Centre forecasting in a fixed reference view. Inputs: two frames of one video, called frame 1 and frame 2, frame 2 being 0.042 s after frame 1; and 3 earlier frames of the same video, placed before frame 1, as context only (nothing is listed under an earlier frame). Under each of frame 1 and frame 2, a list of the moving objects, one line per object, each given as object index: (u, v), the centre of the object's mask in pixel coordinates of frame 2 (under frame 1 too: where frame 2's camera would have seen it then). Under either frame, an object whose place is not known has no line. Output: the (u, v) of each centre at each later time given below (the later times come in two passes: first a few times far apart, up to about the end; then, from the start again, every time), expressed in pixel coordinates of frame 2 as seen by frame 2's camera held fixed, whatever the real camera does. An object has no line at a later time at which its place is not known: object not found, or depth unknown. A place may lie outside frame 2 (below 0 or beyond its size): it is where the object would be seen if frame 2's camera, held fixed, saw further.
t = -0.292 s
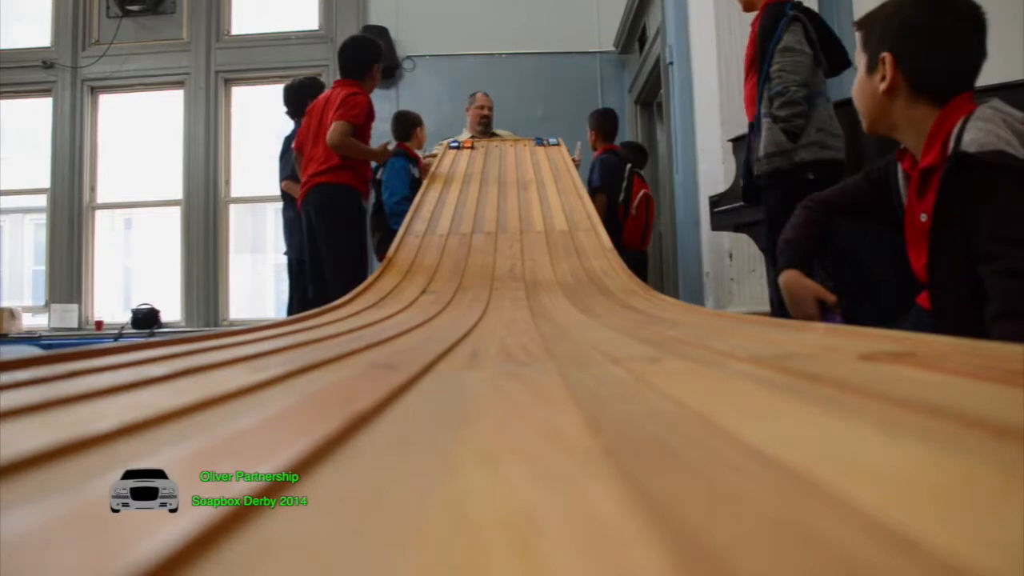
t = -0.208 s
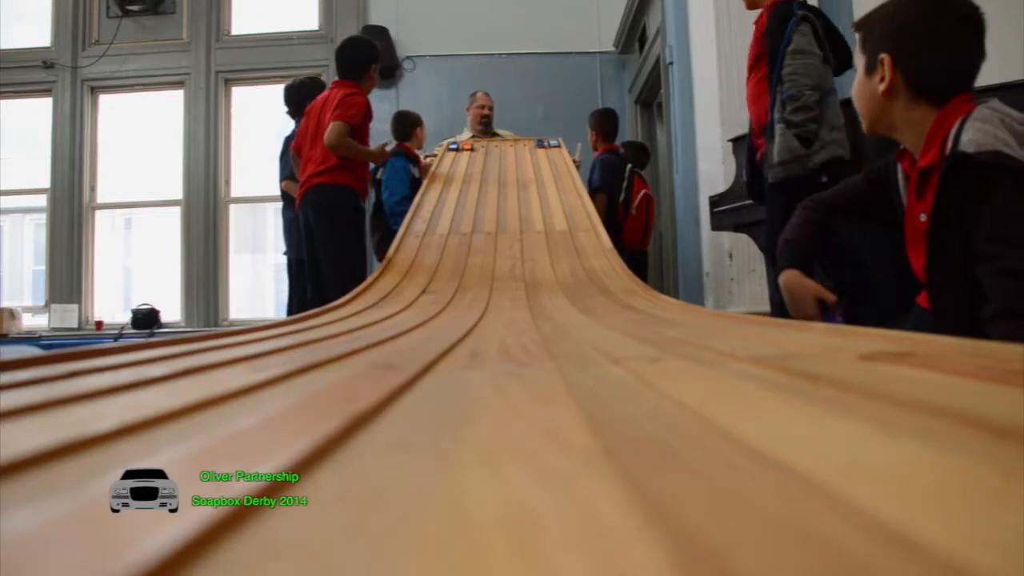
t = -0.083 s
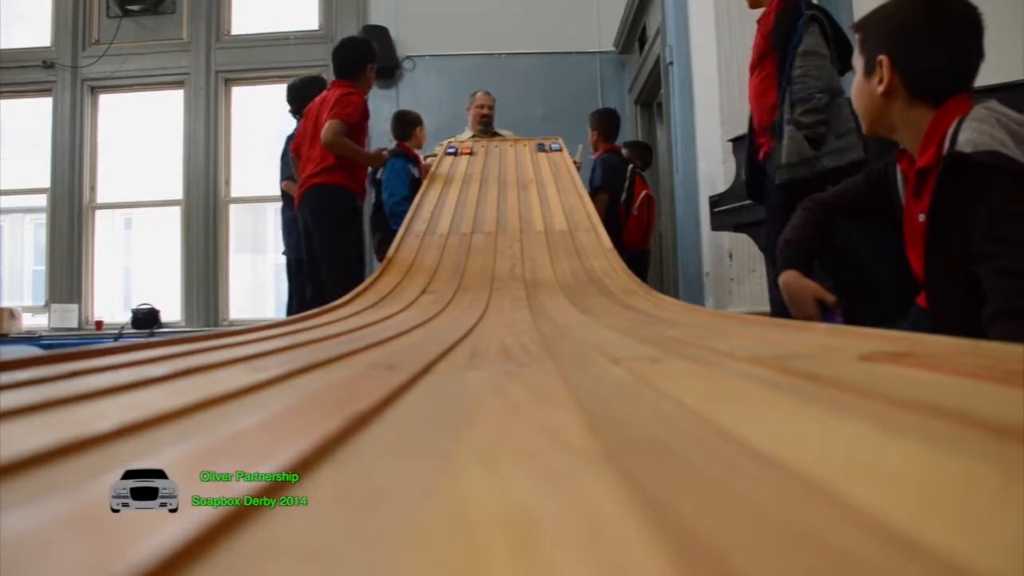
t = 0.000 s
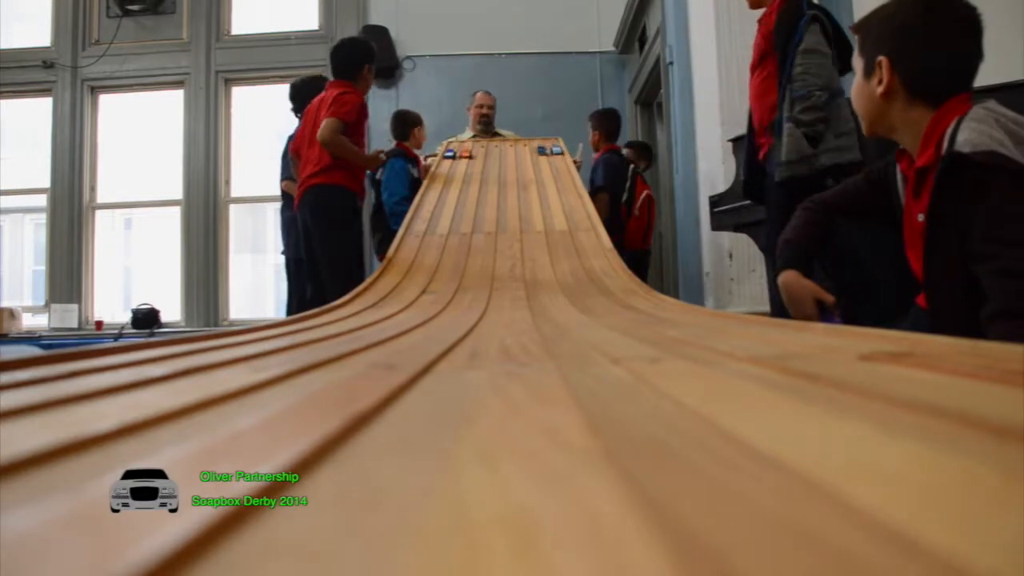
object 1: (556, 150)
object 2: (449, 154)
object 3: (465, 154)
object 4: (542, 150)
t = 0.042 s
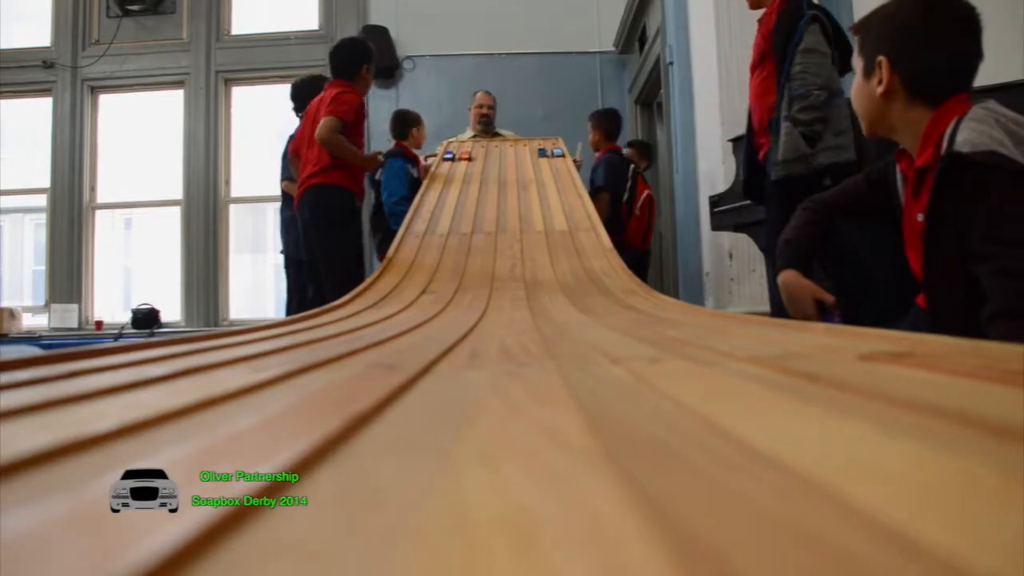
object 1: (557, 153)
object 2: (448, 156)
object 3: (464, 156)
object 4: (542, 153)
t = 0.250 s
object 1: (562, 166)
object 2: (442, 170)
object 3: (461, 169)
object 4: (546, 166)
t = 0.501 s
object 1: (573, 192)
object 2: (431, 198)
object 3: (453, 195)
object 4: (552, 192)
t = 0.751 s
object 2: (407, 252)
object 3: (437, 243)
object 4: (566, 239)
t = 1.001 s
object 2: (353, 302)
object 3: (405, 295)
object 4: (592, 290)
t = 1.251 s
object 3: (305, 323)
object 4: (664, 317)
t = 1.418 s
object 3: (52, 361)
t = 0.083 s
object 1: (558, 154)
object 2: (447, 159)
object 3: (464, 158)
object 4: (543, 155)
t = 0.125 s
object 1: (559, 157)
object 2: (446, 161)
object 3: (463, 160)
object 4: (544, 157)
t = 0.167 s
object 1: (560, 160)
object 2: (444, 164)
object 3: (462, 163)
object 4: (544, 160)
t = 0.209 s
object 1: (561, 162)
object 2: (444, 166)
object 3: (461, 166)
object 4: (545, 163)
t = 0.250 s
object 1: (562, 166)
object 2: (442, 170)
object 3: (461, 169)
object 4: (546, 166)
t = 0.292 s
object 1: (564, 169)
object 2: (441, 173)
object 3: (460, 172)
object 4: (546, 169)
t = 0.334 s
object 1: (565, 173)
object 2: (439, 177)
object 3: (459, 176)
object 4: (547, 173)
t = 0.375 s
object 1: (567, 177)
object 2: (437, 182)
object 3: (457, 180)
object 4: (548, 177)
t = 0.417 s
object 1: (568, 181)
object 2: (435, 187)
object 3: (456, 185)
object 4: (549, 181)
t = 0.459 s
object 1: (570, 187)
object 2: (433, 192)
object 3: (454, 189)
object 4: (551, 186)
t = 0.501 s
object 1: (573, 192)
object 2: (431, 198)
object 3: (453, 195)
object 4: (552, 192)
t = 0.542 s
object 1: (575, 199)
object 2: (427, 205)
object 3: (451, 201)
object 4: (554, 198)
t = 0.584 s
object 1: (578, 206)
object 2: (424, 212)
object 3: (449, 208)
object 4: (555, 204)
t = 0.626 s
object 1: (581, 214)
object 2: (421, 221)
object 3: (447, 215)
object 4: (557, 212)
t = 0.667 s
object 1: (585, 222)
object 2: (417, 230)
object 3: (444, 223)
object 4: (560, 220)
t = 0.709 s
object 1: (590, 233)
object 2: (413, 241)
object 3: (441, 232)
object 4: (563, 229)
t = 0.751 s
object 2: (407, 252)
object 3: (437, 243)
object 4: (566, 239)
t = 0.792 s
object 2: (401, 262)
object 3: (433, 253)
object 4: (569, 249)
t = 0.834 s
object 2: (395, 271)
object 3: (430, 263)
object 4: (572, 259)
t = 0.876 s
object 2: (387, 280)
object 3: (425, 272)
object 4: (575, 268)
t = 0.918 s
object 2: (377, 288)
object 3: (420, 280)
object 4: (580, 276)
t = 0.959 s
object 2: (365, 295)
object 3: (413, 287)
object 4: (586, 283)
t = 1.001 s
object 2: (353, 302)
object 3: (405, 295)
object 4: (592, 290)
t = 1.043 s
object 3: (395, 299)
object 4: (597, 295)
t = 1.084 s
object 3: (383, 305)
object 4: (604, 300)
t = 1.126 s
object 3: (370, 309)
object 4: (614, 303)
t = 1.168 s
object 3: (353, 313)
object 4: (626, 307)
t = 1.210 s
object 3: (333, 318)
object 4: (642, 312)
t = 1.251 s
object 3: (305, 323)
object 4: (664, 317)
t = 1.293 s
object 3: (270, 330)
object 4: (694, 323)
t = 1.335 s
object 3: (221, 337)
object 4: (739, 332)
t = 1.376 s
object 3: (146, 351)
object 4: (812, 344)
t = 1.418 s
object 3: (52, 361)
